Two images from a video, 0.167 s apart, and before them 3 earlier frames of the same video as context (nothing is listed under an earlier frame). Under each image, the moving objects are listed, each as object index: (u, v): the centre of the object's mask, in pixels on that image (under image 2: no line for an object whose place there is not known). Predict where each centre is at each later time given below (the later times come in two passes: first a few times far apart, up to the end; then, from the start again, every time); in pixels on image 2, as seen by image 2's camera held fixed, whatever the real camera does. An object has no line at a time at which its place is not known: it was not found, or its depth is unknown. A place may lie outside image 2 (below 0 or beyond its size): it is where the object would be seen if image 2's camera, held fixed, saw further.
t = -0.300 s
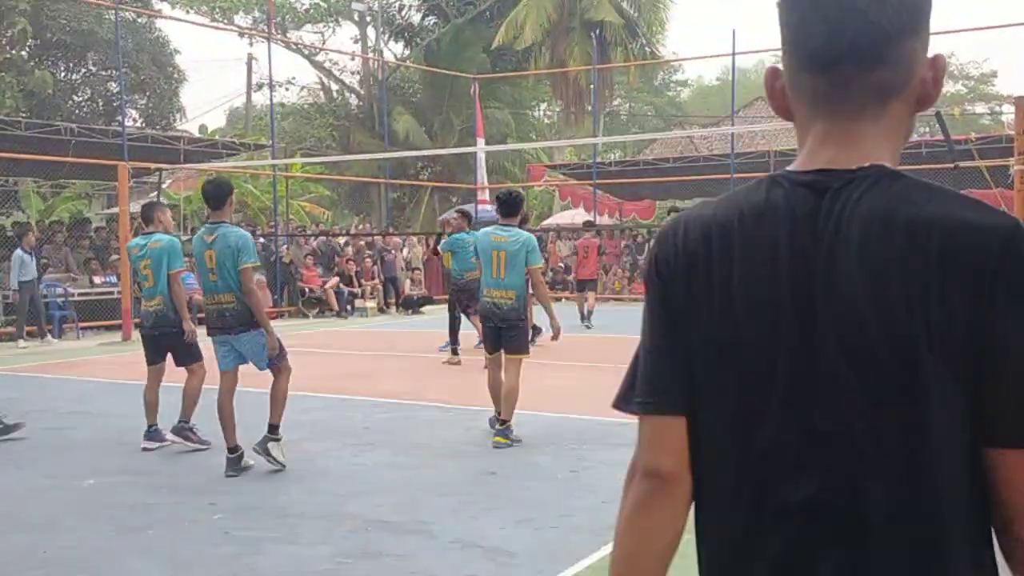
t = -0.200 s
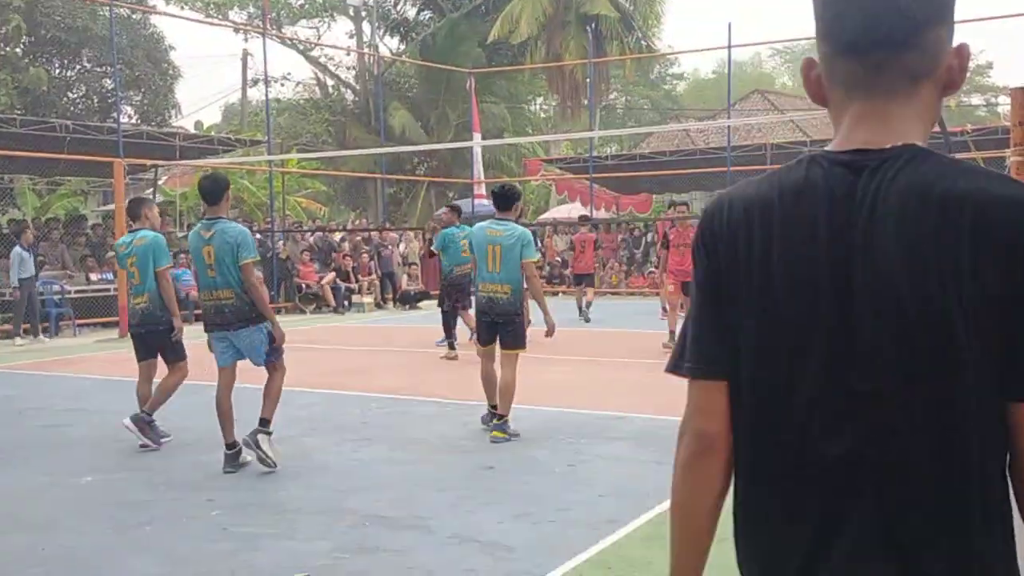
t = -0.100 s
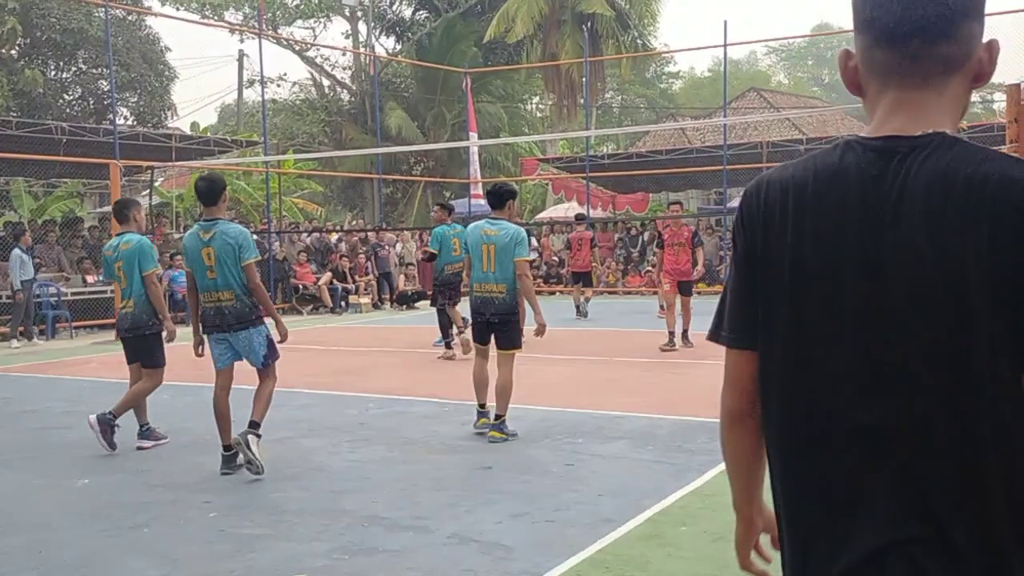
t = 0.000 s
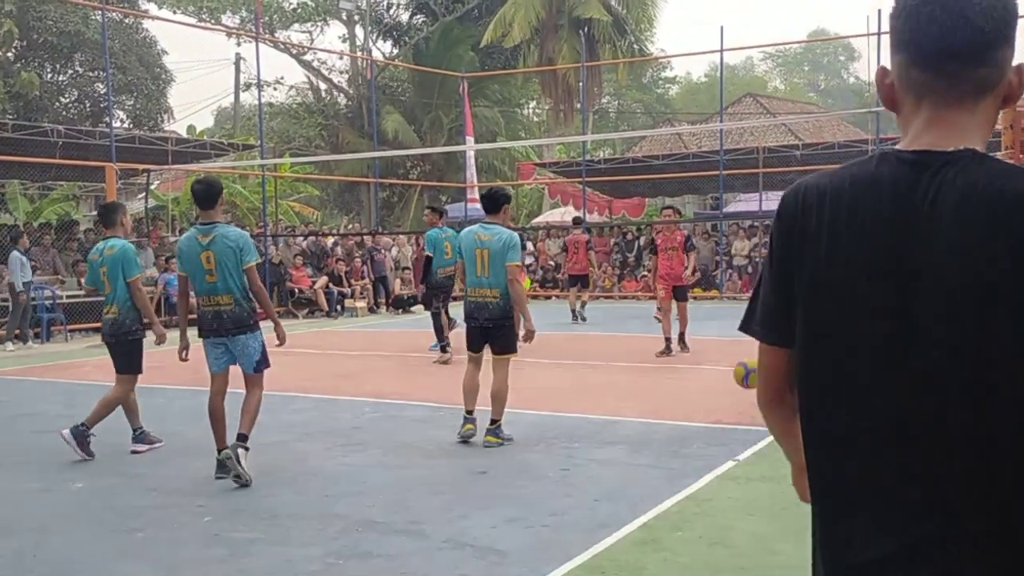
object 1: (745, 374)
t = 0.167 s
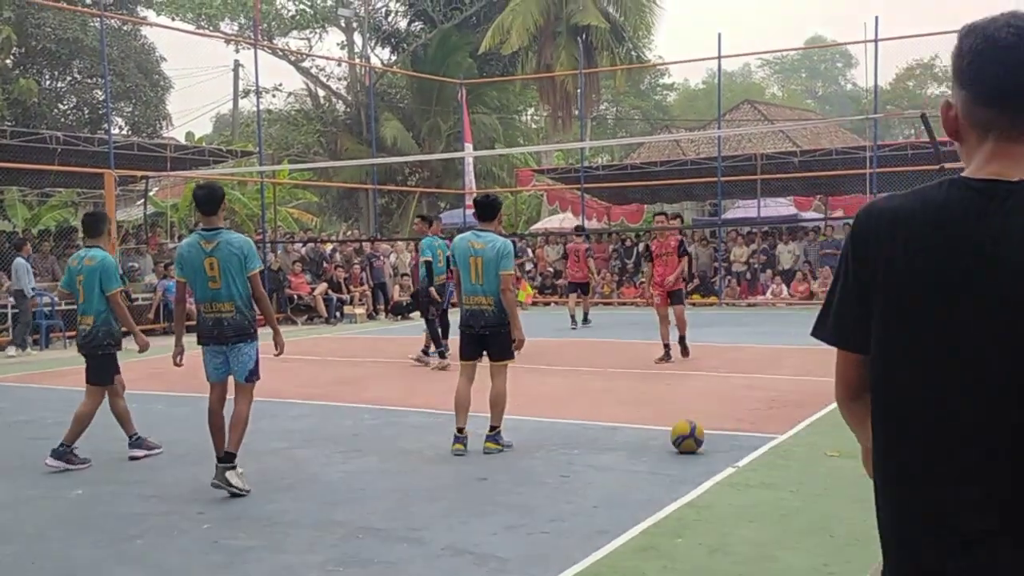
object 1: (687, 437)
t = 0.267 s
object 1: (644, 426)
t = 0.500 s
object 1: (521, 465)
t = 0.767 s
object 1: (324, 511)
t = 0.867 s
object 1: (223, 555)
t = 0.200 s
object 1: (673, 434)
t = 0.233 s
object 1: (657, 430)
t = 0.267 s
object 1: (644, 426)
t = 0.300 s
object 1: (628, 425)
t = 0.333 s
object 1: (612, 426)
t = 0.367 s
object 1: (596, 429)
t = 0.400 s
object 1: (578, 435)
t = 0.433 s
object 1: (560, 441)
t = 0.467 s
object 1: (541, 452)
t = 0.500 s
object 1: (521, 465)
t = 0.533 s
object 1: (501, 481)
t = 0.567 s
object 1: (480, 500)
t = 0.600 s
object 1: (457, 500)
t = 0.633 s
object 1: (431, 499)
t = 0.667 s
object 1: (409, 497)
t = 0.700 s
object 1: (381, 499)
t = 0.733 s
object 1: (354, 504)
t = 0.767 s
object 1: (324, 511)
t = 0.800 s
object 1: (291, 521)
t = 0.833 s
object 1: (258, 538)
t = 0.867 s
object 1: (223, 555)
